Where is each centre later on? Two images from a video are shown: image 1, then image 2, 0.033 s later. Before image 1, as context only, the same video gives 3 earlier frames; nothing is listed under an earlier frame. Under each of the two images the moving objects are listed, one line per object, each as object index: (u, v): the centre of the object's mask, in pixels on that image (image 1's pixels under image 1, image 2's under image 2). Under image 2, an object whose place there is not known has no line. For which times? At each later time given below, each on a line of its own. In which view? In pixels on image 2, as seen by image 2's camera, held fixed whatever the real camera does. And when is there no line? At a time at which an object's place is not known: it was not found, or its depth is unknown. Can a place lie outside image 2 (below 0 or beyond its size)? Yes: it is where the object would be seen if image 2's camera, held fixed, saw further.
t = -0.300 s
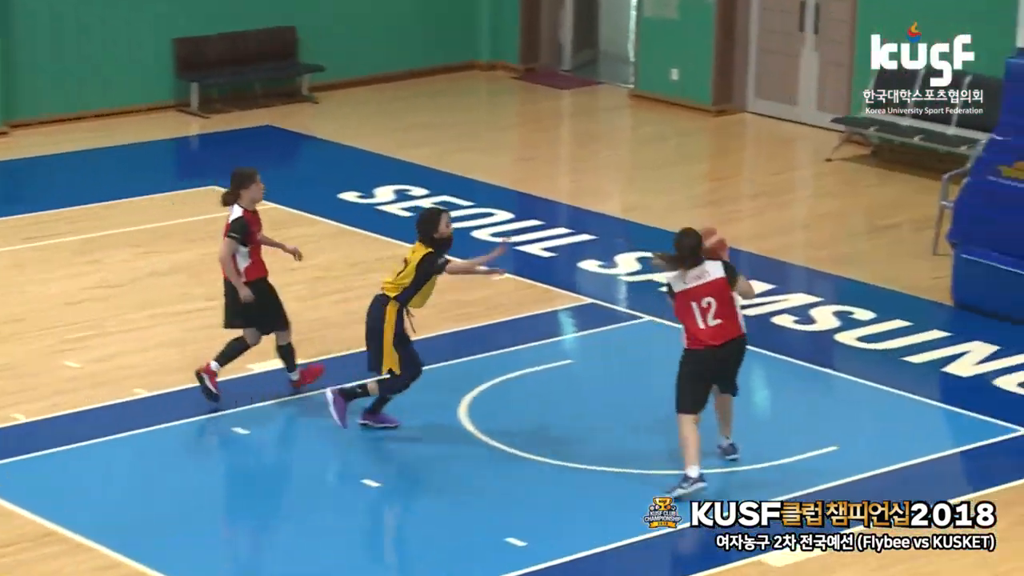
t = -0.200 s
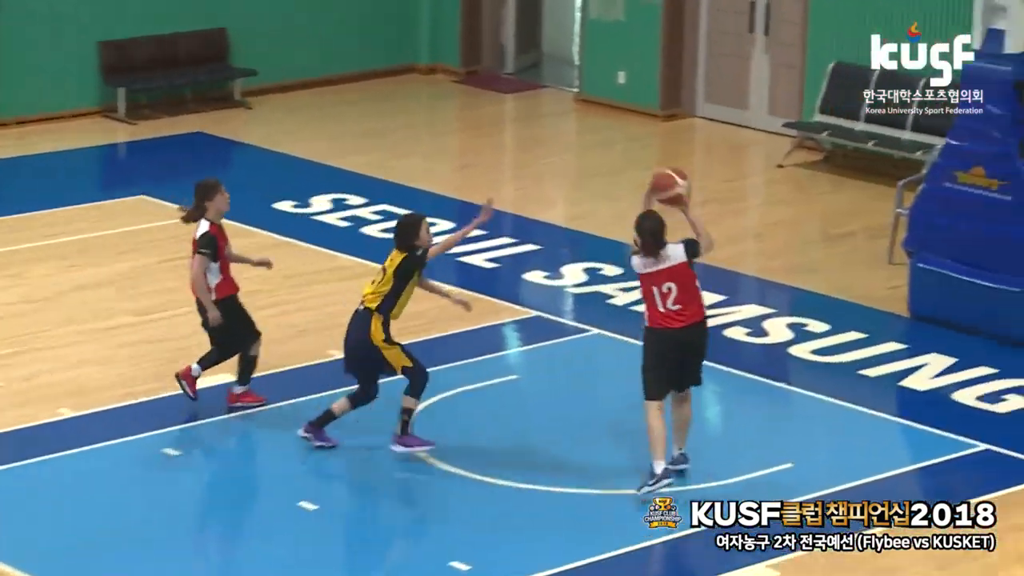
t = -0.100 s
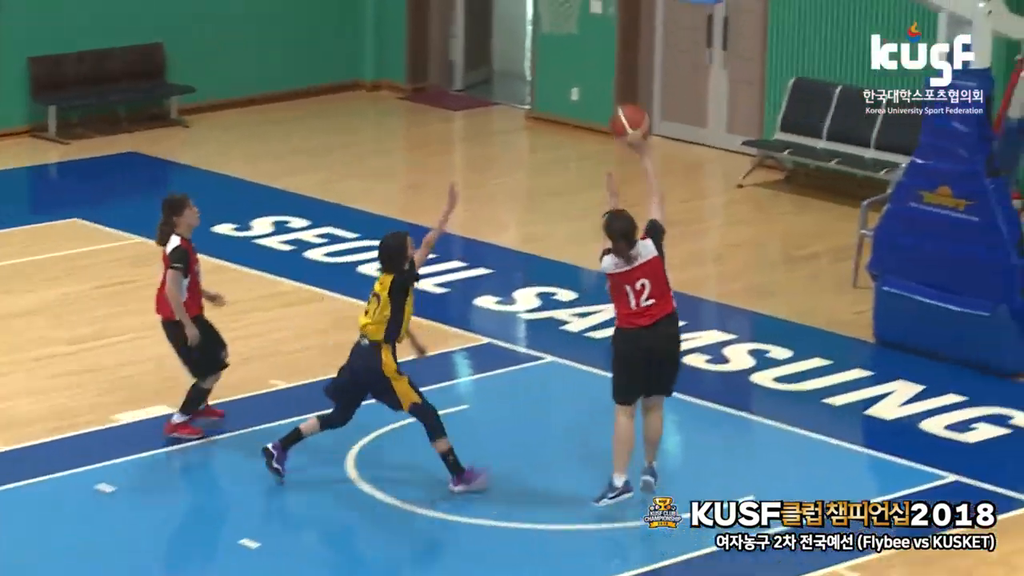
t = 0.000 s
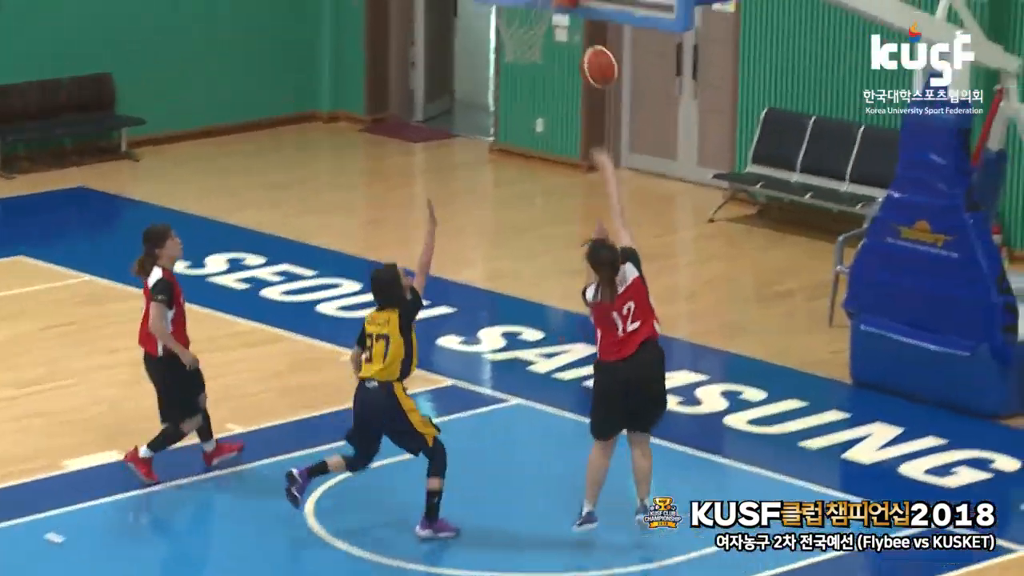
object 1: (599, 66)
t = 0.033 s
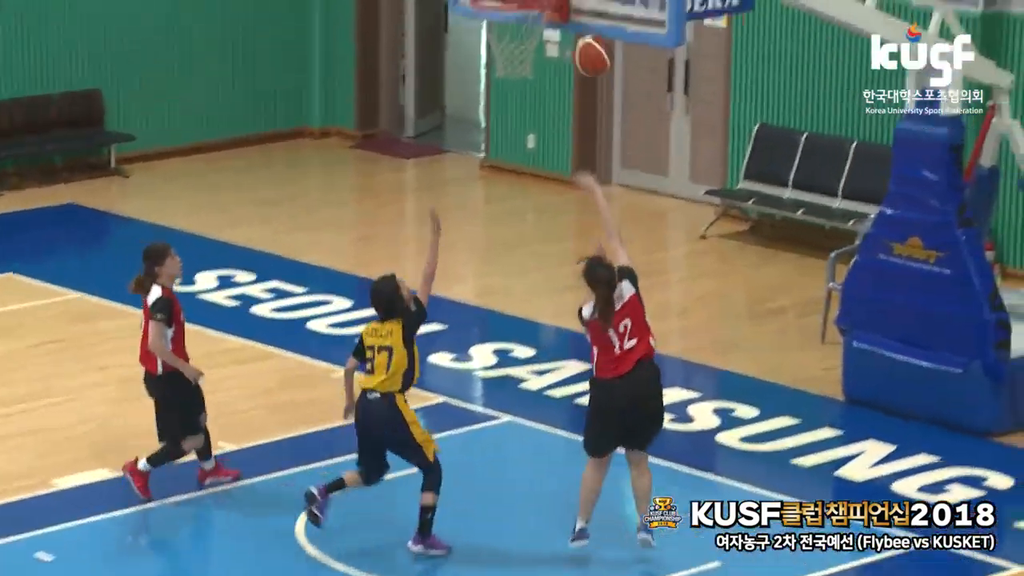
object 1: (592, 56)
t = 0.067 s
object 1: (594, 30)
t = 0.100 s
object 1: (593, 6)
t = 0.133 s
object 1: (593, -14)
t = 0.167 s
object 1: (586, -23)
